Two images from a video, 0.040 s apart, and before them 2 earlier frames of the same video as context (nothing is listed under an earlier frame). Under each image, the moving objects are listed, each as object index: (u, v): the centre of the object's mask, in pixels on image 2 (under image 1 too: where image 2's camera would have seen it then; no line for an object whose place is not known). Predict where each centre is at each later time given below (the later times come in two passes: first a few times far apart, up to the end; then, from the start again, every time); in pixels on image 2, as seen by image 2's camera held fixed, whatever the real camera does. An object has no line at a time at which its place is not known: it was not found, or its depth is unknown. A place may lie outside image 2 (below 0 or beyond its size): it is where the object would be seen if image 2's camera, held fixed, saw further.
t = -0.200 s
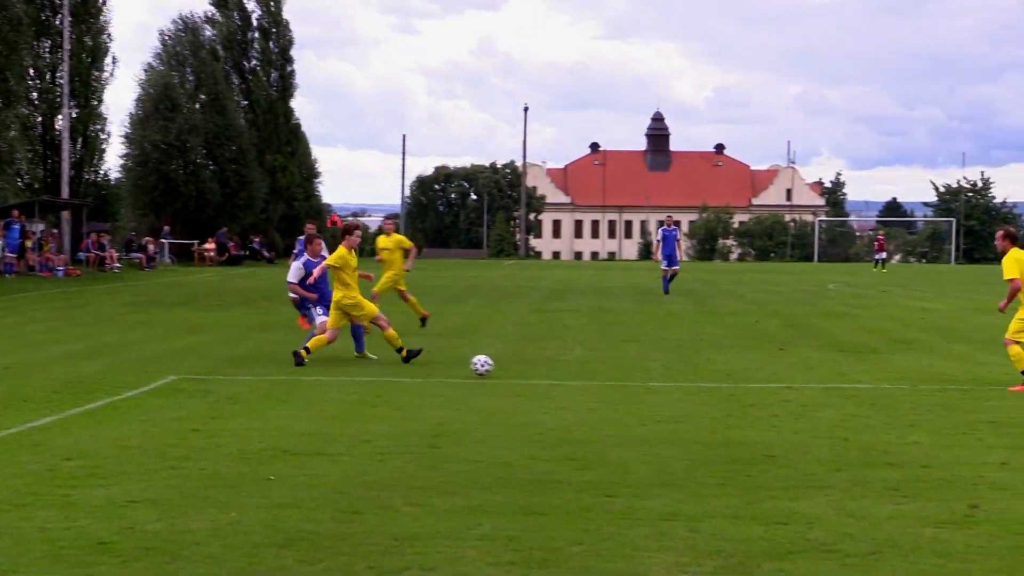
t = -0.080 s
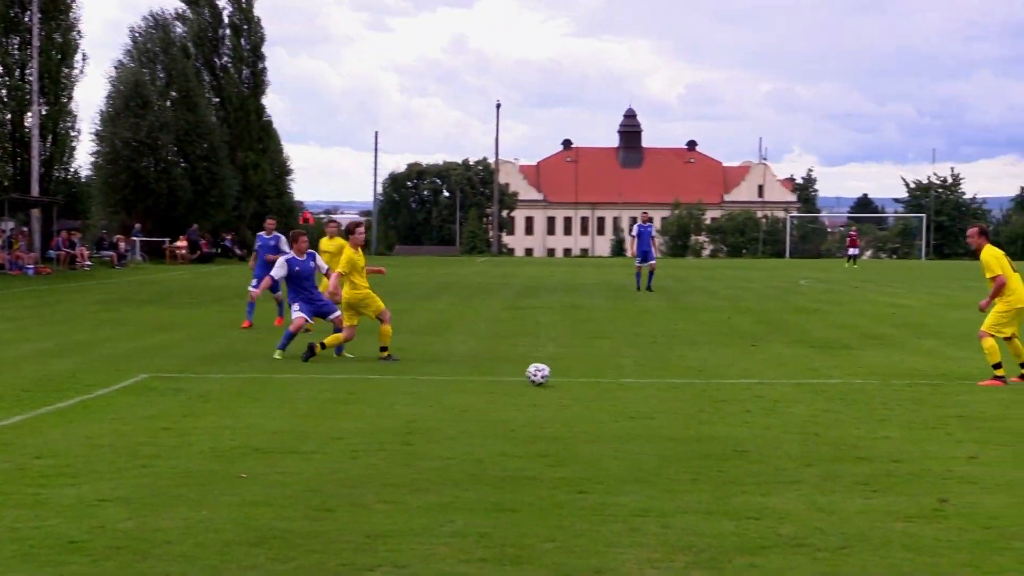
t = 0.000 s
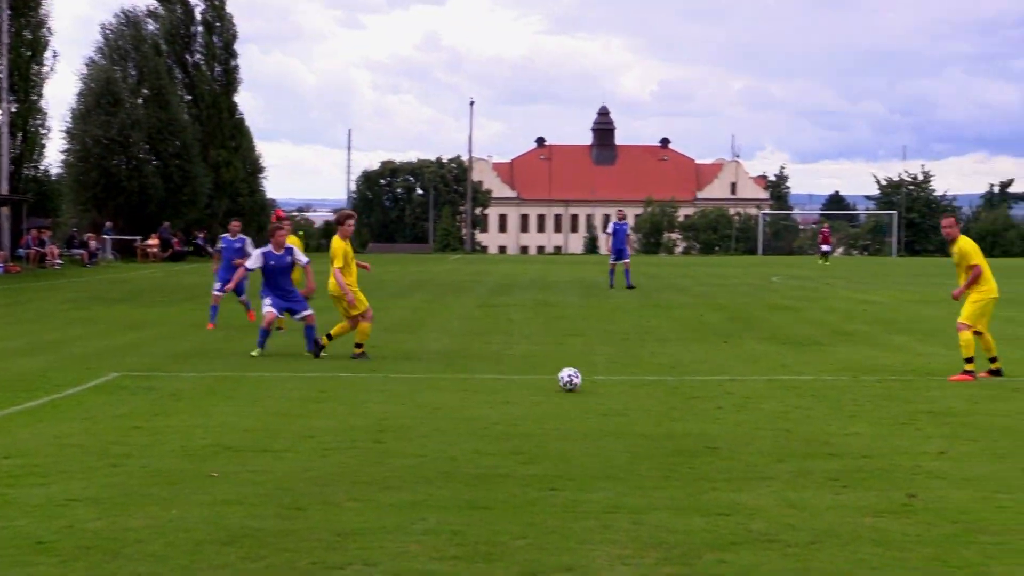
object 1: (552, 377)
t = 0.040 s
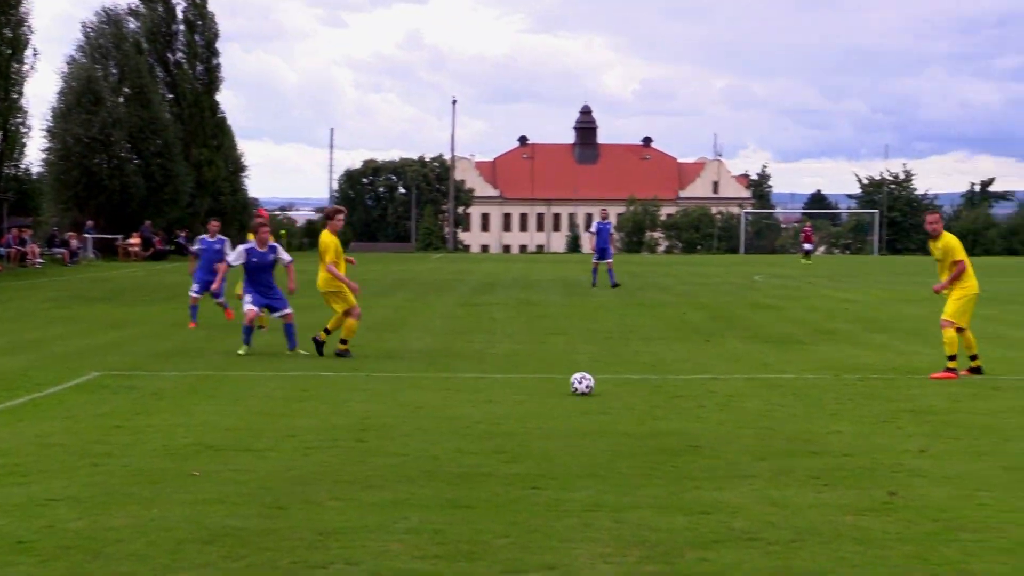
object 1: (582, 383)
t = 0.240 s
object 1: (738, 404)
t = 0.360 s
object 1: (838, 414)
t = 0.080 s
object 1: (612, 388)
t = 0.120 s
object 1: (643, 391)
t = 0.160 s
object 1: (674, 396)
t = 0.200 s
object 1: (706, 401)
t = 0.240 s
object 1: (738, 404)
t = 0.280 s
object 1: (770, 406)
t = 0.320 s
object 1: (804, 409)
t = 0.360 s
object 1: (838, 414)
